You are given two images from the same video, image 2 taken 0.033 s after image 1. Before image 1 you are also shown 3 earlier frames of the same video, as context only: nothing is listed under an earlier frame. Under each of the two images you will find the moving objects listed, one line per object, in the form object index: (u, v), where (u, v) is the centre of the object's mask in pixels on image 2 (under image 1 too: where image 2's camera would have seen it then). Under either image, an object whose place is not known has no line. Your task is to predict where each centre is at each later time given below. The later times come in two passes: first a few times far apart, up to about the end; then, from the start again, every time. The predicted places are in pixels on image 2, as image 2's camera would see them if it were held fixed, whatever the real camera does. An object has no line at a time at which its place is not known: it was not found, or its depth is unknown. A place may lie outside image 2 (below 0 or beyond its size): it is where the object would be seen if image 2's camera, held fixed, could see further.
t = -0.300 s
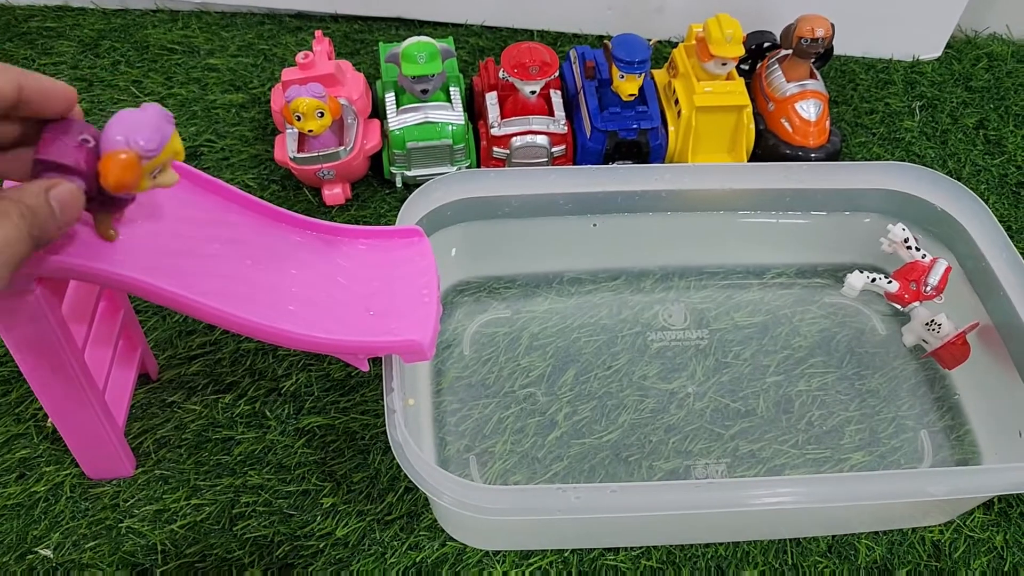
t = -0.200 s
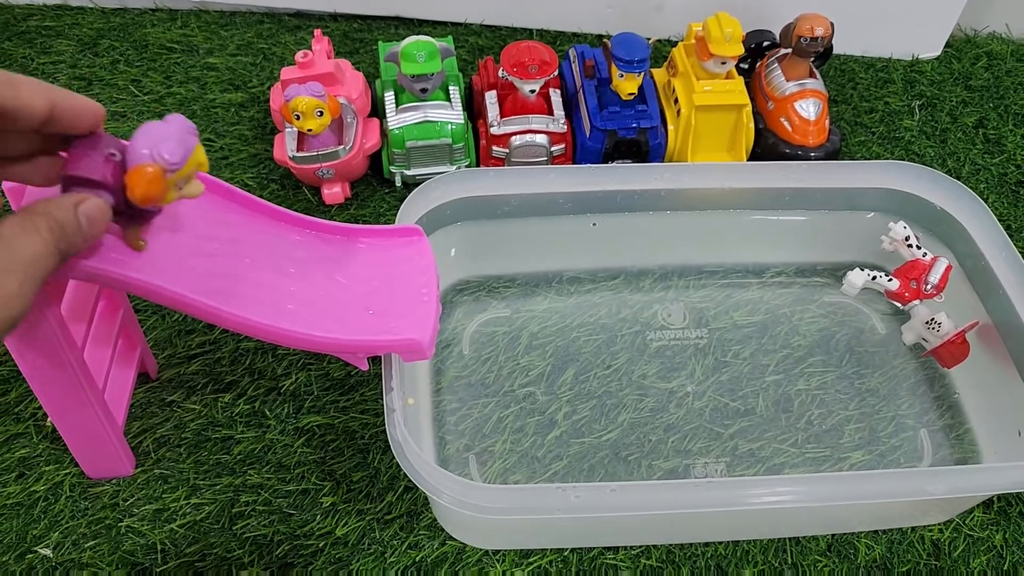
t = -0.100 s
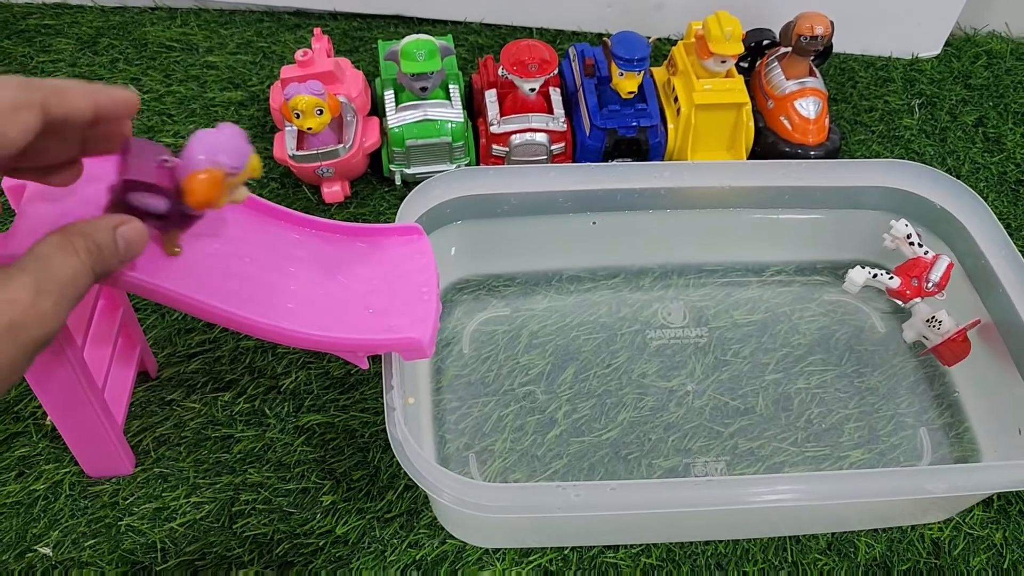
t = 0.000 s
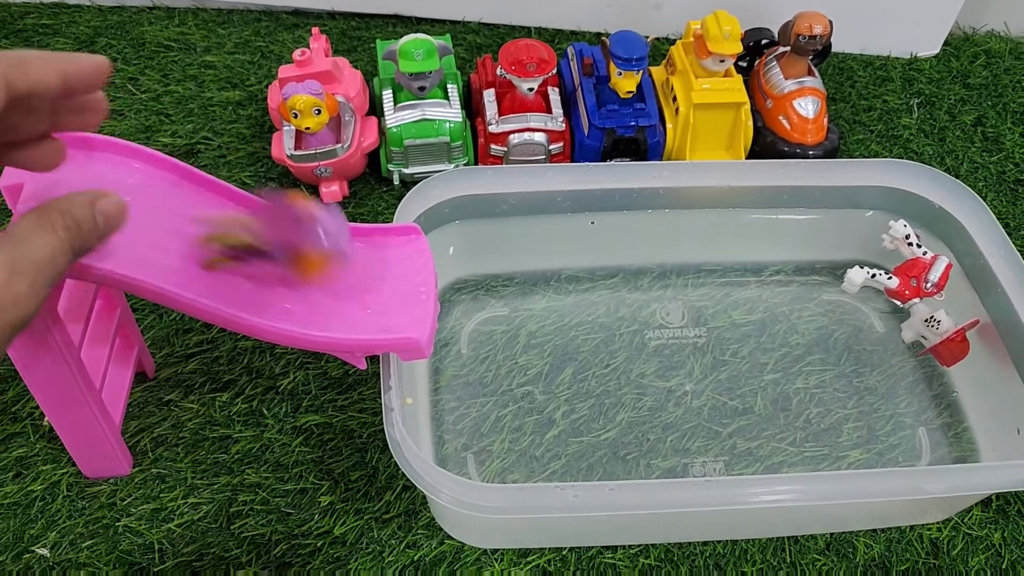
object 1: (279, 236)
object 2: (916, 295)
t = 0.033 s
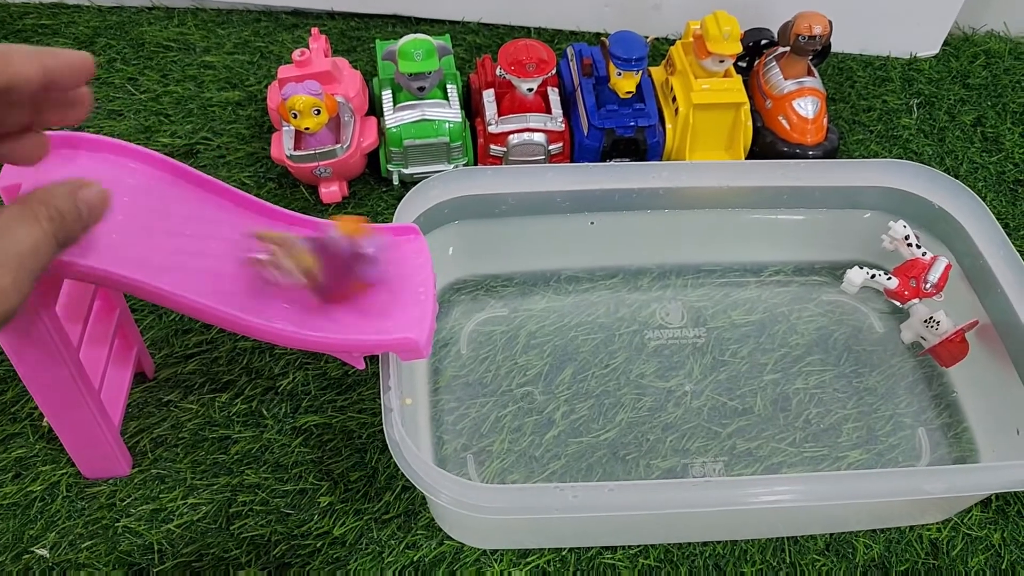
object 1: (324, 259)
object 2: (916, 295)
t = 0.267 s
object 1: (535, 366)
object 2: (916, 295)
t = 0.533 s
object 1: (599, 344)
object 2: (919, 293)
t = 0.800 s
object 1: (635, 341)
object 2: (916, 295)
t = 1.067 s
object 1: (674, 337)
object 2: (920, 295)
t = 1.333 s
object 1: (693, 335)
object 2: (920, 298)
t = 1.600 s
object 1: (717, 332)
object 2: (920, 297)
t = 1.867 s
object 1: (736, 328)
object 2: (917, 297)
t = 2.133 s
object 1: (750, 326)
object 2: (914, 298)
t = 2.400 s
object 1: (769, 322)
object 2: (917, 296)
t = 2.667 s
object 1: (779, 320)
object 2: (916, 297)
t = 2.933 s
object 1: (795, 317)
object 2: (918, 296)
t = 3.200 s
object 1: (803, 316)
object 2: (916, 298)
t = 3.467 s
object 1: (816, 313)
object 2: (919, 298)
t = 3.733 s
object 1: (826, 310)
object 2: (920, 299)
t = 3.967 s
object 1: (830, 309)
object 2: (921, 301)
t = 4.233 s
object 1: (836, 309)
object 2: (923, 300)
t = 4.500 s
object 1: (836, 312)
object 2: (920, 301)
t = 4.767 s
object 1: (842, 313)
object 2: (922, 300)
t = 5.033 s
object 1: (845, 315)
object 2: (922, 301)
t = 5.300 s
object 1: (850, 316)
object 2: (924, 301)
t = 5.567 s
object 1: (853, 317)
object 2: (924, 300)
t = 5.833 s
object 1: (853, 320)
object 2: (924, 301)
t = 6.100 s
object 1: (859, 321)
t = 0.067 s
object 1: (388, 276)
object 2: (915, 295)
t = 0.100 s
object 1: (427, 282)
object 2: (915, 295)
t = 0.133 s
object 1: (456, 286)
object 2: (915, 295)
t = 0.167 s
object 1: (494, 309)
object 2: (915, 296)
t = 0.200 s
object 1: (518, 338)
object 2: (915, 295)
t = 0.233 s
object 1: (534, 363)
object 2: (916, 295)
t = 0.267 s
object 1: (535, 366)
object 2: (916, 295)
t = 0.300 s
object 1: (539, 361)
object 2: (916, 295)
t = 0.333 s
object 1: (549, 348)
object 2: (917, 295)
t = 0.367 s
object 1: (561, 337)
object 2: (917, 295)
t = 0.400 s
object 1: (570, 336)
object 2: (918, 295)
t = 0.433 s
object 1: (580, 345)
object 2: (919, 294)
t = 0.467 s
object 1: (587, 346)
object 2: (919, 294)
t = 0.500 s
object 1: (596, 345)
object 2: (919, 293)
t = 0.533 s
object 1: (599, 344)
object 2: (919, 293)
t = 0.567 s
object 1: (602, 342)
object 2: (919, 294)
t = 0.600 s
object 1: (607, 341)
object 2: (918, 295)
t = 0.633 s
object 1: (611, 341)
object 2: (917, 295)
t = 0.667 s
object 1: (620, 339)
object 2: (916, 296)
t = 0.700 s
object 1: (625, 338)
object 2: (916, 296)
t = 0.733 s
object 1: (630, 337)
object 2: (915, 296)
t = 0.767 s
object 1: (634, 339)
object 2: (915, 295)
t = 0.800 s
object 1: (635, 341)
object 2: (916, 295)
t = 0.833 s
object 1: (637, 341)
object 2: (918, 296)
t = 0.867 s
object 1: (643, 340)
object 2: (918, 296)
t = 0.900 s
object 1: (648, 338)
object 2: (917, 296)
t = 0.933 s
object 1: (657, 336)
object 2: (917, 295)
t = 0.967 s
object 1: (662, 336)
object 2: (917, 295)
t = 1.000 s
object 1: (666, 336)
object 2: (918, 294)
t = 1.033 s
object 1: (671, 337)
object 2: (919, 294)
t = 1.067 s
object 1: (674, 337)
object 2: (920, 295)
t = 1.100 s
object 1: (677, 336)
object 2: (920, 295)
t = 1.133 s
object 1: (680, 335)
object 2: (919, 295)
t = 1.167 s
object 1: (683, 334)
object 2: (919, 294)
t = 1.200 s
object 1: (687, 334)
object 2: (919, 293)
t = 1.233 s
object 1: (689, 334)
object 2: (920, 293)
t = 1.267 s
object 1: (691, 334)
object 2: (922, 295)
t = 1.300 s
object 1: (692, 335)
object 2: (921, 296)
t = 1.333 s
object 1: (693, 335)
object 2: (920, 298)
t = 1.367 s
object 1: (695, 334)
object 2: (918, 298)
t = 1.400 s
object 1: (697, 333)
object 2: (917, 297)
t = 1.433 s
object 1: (700, 331)
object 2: (917, 297)
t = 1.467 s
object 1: (705, 330)
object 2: (918, 296)
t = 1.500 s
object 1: (708, 330)
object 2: (919, 296)
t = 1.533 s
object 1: (712, 331)
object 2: (920, 296)
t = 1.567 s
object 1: (715, 332)
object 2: (921, 297)
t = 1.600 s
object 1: (717, 332)
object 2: (920, 297)
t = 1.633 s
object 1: (721, 330)
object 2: (920, 296)
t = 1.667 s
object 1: (724, 329)
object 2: (920, 295)
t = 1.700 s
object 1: (728, 328)
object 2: (920, 295)
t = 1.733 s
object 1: (731, 328)
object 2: (920, 296)
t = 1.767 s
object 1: (733, 328)
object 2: (920, 297)
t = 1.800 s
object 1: (735, 328)
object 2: (919, 298)
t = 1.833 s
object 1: (736, 328)
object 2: (918, 298)
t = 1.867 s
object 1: (736, 328)
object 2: (917, 297)
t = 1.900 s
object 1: (738, 326)
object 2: (916, 296)
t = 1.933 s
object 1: (739, 326)
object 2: (916, 296)
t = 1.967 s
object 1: (741, 326)
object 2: (916, 297)
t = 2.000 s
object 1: (743, 326)
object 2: (916, 298)
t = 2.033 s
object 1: (745, 326)
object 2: (916, 299)
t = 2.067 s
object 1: (747, 326)
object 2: (915, 300)
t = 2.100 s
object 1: (749, 326)
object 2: (914, 299)
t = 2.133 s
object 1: (750, 326)
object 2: (914, 298)
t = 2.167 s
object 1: (752, 325)
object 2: (915, 298)
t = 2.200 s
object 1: (755, 324)
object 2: (915, 297)
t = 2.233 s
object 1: (760, 323)
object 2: (916, 296)
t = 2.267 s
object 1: (763, 323)
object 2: (917, 296)
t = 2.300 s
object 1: (766, 323)
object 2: (917, 296)
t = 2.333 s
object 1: (767, 323)
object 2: (917, 296)
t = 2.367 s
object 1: (768, 323)
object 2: (917, 296)
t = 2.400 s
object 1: (769, 322)
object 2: (917, 296)
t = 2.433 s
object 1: (770, 322)
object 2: (917, 296)
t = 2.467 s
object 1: (771, 322)
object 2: (917, 297)
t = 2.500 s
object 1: (773, 321)
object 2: (916, 297)
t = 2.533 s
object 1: (774, 321)
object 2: (916, 298)
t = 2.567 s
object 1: (775, 321)
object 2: (915, 298)
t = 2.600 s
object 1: (776, 321)
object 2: (915, 298)
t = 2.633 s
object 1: (777, 321)
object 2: (915, 298)
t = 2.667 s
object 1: (779, 320)
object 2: (916, 297)
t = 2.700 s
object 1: (780, 320)
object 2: (916, 297)
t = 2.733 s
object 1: (783, 319)
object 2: (917, 296)
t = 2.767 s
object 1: (786, 318)
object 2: (918, 296)
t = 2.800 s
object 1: (788, 319)
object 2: (918, 297)
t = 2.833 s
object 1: (790, 318)
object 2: (918, 298)
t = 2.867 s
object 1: (792, 318)
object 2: (918, 298)
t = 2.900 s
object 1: (793, 318)
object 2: (918, 297)
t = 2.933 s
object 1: (795, 317)
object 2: (918, 296)
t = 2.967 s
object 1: (797, 317)
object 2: (918, 296)
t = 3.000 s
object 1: (800, 316)
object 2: (919, 296)
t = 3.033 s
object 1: (801, 316)
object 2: (918, 296)
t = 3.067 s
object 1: (802, 315)
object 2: (918, 297)
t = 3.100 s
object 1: (803, 315)
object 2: (917, 298)
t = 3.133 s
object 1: (802, 315)
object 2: (917, 297)
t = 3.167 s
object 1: (802, 316)
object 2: (917, 298)
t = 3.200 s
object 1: (803, 316)
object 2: (916, 298)
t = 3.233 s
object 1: (804, 316)
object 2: (916, 299)
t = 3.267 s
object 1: (806, 315)
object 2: (916, 299)
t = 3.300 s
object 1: (807, 314)
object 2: (916, 299)
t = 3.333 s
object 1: (809, 314)
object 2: (916, 299)
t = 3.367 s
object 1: (811, 314)
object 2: (917, 298)
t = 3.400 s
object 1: (812, 314)
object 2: (918, 298)
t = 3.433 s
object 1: (814, 313)
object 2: (919, 298)
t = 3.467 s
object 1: (816, 313)
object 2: (919, 298)
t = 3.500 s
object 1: (818, 312)
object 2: (920, 298)
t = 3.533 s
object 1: (820, 311)
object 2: (920, 298)
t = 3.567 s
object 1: (821, 311)
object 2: (920, 298)
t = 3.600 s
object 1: (823, 311)
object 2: (920, 298)
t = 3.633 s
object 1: (824, 310)
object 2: (920, 298)
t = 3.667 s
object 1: (824, 311)
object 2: (920, 299)
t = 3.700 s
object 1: (825, 310)
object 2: (920, 299)
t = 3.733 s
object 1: (826, 310)
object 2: (920, 299)
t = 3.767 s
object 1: (827, 310)
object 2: (920, 300)
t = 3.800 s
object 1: (827, 310)
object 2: (920, 300)
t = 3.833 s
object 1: (828, 310)
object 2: (920, 300)
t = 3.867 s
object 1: (828, 310)
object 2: (920, 301)
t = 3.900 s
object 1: (829, 310)
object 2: (921, 301)
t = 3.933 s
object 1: (829, 310)
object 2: (921, 301)
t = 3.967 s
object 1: (830, 309)
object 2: (921, 301)
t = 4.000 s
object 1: (831, 308)
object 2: (922, 301)
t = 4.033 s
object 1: (833, 308)
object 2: (922, 301)
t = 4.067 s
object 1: (833, 308)
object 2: (922, 301)
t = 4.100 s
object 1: (834, 309)
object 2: (923, 301)
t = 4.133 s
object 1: (836, 309)
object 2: (923, 300)
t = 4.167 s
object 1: (836, 309)
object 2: (923, 300)
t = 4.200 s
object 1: (837, 309)
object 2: (923, 300)
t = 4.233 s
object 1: (836, 309)
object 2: (923, 300)
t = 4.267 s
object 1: (836, 309)
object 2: (922, 300)
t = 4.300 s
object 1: (836, 310)
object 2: (921, 299)
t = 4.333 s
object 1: (836, 310)
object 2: (921, 299)
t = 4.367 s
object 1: (836, 311)
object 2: (921, 300)
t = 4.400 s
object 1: (836, 311)
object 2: (921, 300)
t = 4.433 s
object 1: (836, 312)
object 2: (921, 301)
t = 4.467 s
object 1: (835, 312)
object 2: (920, 301)
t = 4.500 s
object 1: (836, 312)
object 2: (920, 301)
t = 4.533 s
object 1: (836, 313)
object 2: (920, 301)
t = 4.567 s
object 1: (837, 313)
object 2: (920, 301)
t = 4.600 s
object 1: (837, 313)
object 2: (921, 301)
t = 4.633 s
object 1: (838, 313)
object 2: (922, 301)
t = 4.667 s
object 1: (839, 313)
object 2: (922, 301)
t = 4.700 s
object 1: (840, 313)
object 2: (922, 301)
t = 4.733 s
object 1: (841, 313)
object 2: (922, 300)
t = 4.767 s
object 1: (842, 313)
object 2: (922, 300)
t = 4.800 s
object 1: (844, 313)
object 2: (922, 299)
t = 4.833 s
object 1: (844, 313)
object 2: (923, 299)
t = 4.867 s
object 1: (845, 313)
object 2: (923, 300)
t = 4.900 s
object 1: (846, 314)
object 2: (924, 301)
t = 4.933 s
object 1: (846, 314)
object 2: (923, 301)
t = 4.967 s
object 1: (846, 314)
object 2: (923, 301)
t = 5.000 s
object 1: (845, 315)
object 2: (922, 301)
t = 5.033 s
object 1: (845, 315)
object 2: (922, 301)
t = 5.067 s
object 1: (845, 315)
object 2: (922, 301)
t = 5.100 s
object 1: (846, 315)
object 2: (922, 301)
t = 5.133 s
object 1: (846, 315)
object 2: (922, 301)
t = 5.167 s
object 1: (847, 315)
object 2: (923, 302)
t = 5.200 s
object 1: (848, 315)
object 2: (923, 302)
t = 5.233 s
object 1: (849, 316)
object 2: (923, 302)
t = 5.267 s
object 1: (850, 316)
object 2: (923, 302)
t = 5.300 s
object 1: (850, 316)
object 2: (924, 301)
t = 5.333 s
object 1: (851, 316)
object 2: (924, 301)
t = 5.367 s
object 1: (852, 316)
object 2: (924, 301)
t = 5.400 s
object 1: (853, 316)
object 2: (925, 301)
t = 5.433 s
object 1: (853, 316)
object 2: (925, 301)
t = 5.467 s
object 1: (853, 316)
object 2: (925, 300)
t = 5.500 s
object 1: (853, 317)
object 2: (924, 300)
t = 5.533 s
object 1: (853, 317)
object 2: (924, 300)
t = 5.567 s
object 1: (853, 317)
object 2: (924, 300)
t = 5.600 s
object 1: (853, 318)
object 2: (924, 300)
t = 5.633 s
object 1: (853, 319)
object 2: (924, 301)
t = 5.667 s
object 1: (853, 319)
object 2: (924, 301)
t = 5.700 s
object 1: (853, 320)
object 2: (924, 302)
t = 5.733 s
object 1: (852, 320)
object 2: (924, 302)
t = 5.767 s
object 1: (852, 320)
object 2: (924, 302)
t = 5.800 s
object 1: (852, 320)
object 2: (923, 302)
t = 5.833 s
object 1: (853, 320)
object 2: (924, 301)
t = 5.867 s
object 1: (854, 320)
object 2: (924, 301)
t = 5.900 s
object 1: (855, 320)
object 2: (924, 301)
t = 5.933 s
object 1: (856, 320)
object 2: (925, 300)
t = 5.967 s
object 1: (857, 320)
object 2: (925, 300)
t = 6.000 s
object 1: (857, 320)
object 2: (925, 300)
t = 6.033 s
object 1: (858, 321)
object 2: (925, 300)
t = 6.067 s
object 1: (859, 321)
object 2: (926, 300)
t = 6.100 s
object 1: (859, 321)
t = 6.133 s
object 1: (859, 321)
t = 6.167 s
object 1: (859, 321)
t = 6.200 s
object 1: (859, 321)
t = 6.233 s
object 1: (859, 321)
